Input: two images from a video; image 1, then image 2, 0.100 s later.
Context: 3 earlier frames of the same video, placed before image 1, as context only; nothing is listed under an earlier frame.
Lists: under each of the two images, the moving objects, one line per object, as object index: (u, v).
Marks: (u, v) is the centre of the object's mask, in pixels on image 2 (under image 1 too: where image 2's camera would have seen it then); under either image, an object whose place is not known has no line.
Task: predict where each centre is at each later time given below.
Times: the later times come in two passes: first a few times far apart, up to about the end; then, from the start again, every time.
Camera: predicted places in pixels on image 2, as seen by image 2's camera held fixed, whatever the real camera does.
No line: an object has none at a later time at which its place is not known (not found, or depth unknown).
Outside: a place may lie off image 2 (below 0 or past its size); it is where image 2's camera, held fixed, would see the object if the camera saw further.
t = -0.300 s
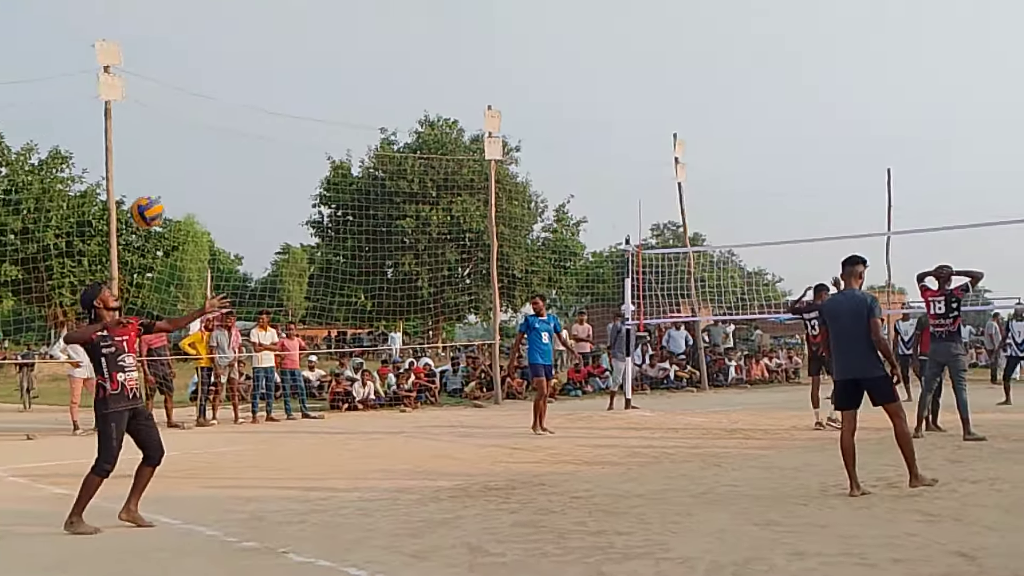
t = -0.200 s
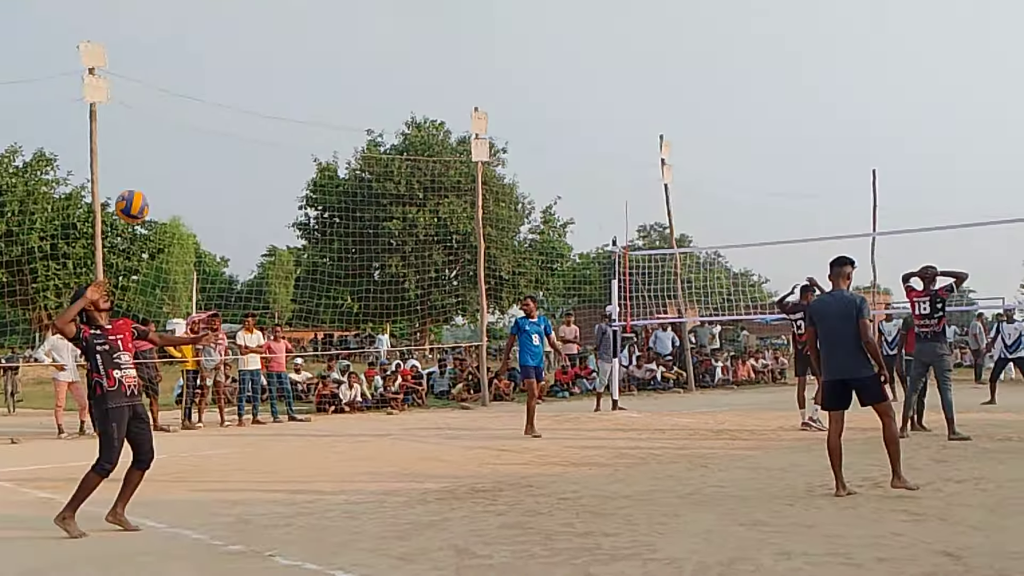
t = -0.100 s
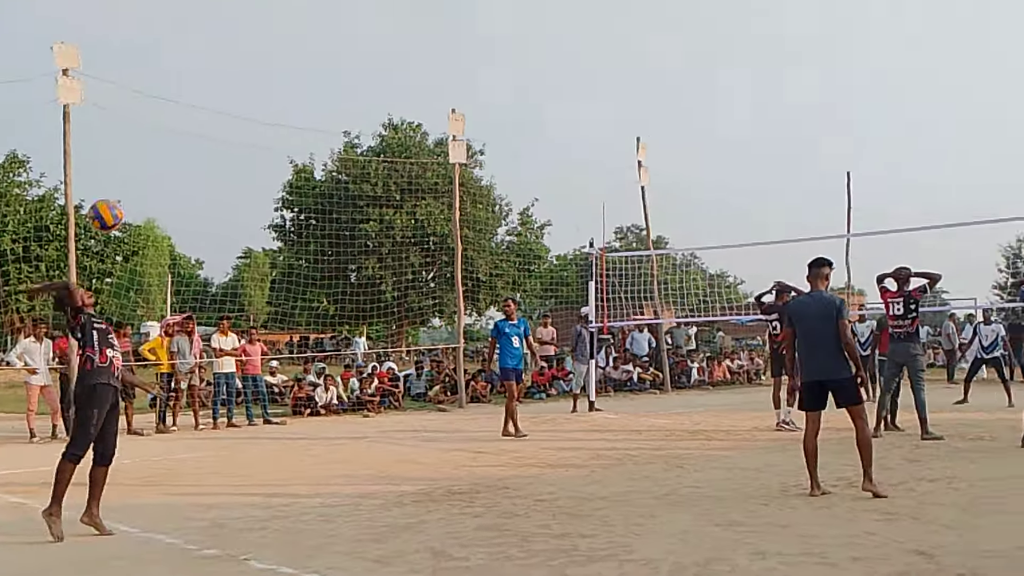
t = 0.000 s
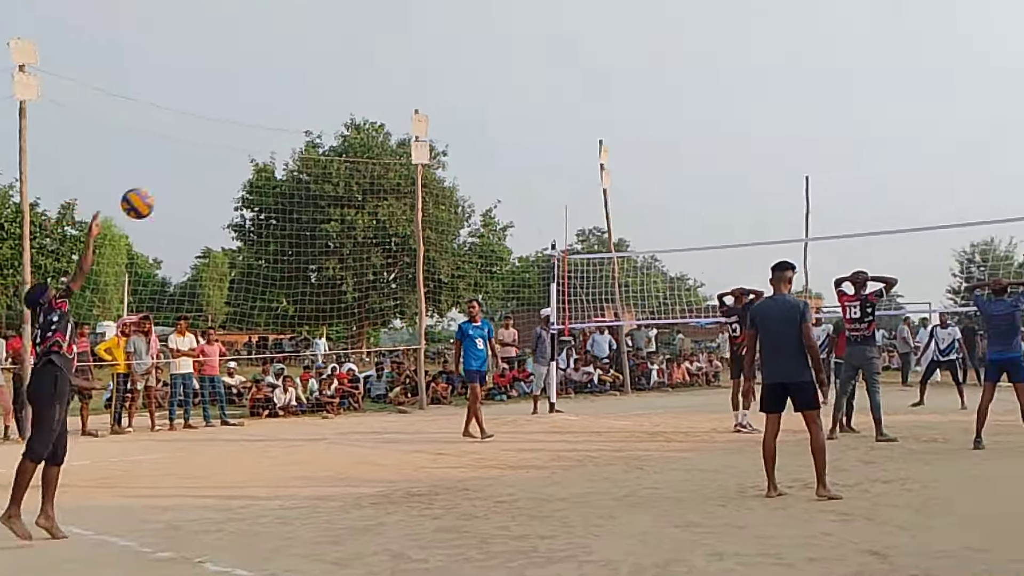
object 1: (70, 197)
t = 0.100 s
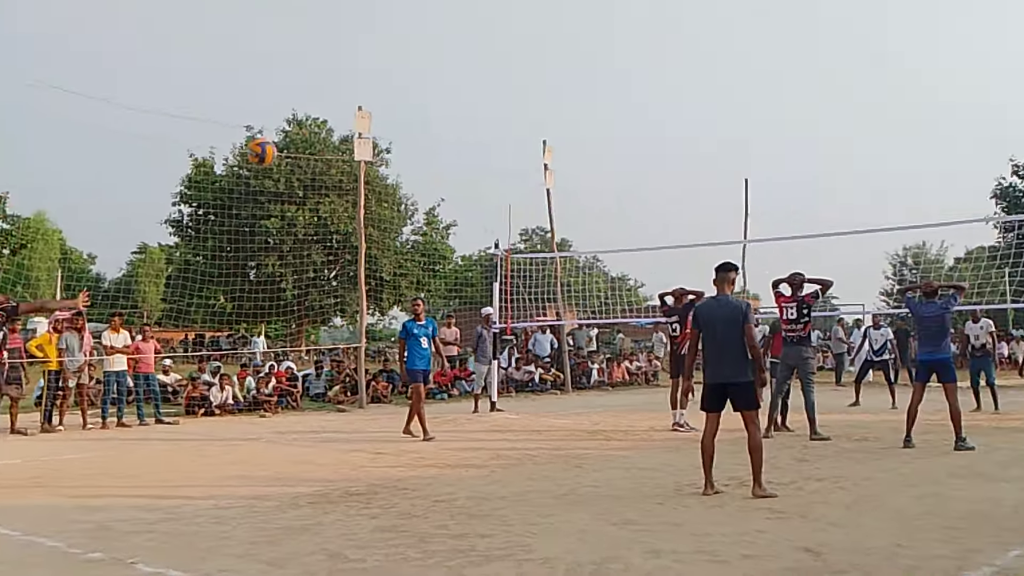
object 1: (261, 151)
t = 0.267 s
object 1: (485, 121)
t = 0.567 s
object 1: (740, 149)
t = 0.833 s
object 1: (889, 221)
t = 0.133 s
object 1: (314, 142)
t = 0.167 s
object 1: (362, 134)
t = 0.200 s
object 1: (406, 128)
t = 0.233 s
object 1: (447, 124)
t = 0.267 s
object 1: (485, 121)
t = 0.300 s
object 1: (521, 119)
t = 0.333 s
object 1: (554, 119)
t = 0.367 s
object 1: (585, 120)
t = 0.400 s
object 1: (615, 122)
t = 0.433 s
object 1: (643, 126)
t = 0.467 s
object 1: (669, 131)
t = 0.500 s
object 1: (694, 136)
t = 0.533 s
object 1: (718, 142)
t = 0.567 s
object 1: (740, 149)
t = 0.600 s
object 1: (762, 156)
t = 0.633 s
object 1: (783, 164)
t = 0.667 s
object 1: (802, 172)
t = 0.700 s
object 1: (821, 181)
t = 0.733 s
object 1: (839, 190)
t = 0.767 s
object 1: (856, 200)
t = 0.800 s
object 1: (873, 211)
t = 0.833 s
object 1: (889, 221)
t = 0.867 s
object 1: (904, 234)
